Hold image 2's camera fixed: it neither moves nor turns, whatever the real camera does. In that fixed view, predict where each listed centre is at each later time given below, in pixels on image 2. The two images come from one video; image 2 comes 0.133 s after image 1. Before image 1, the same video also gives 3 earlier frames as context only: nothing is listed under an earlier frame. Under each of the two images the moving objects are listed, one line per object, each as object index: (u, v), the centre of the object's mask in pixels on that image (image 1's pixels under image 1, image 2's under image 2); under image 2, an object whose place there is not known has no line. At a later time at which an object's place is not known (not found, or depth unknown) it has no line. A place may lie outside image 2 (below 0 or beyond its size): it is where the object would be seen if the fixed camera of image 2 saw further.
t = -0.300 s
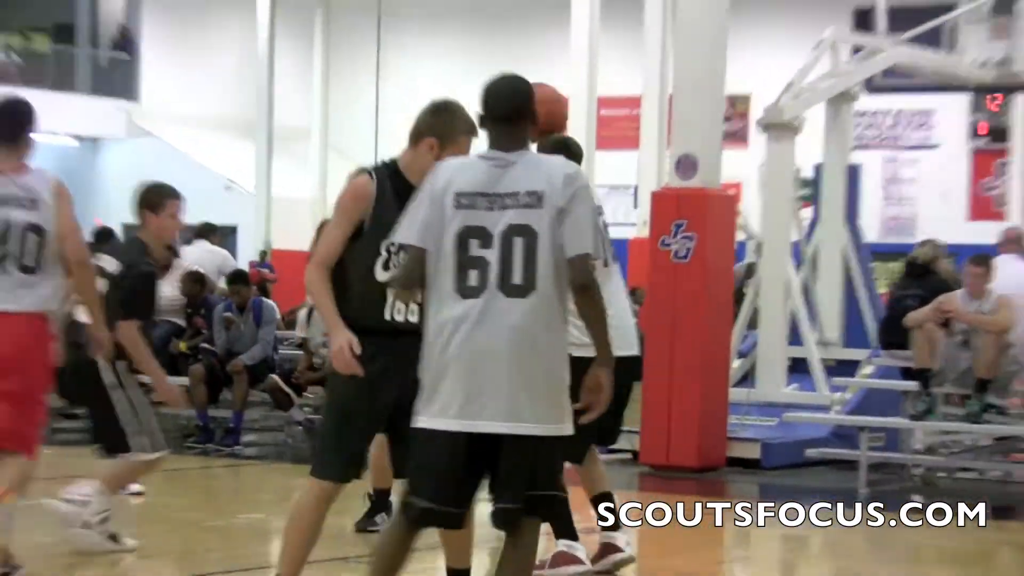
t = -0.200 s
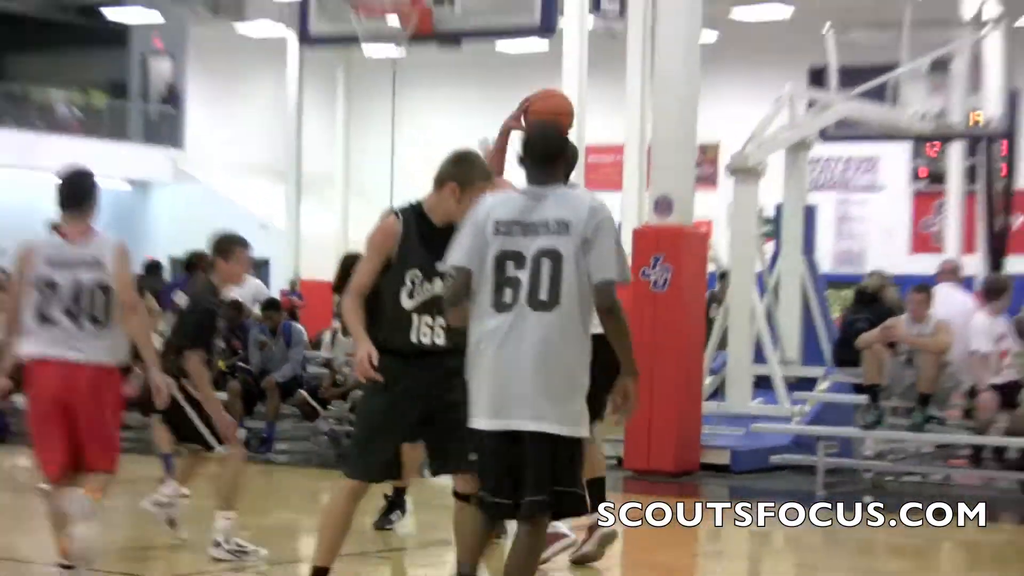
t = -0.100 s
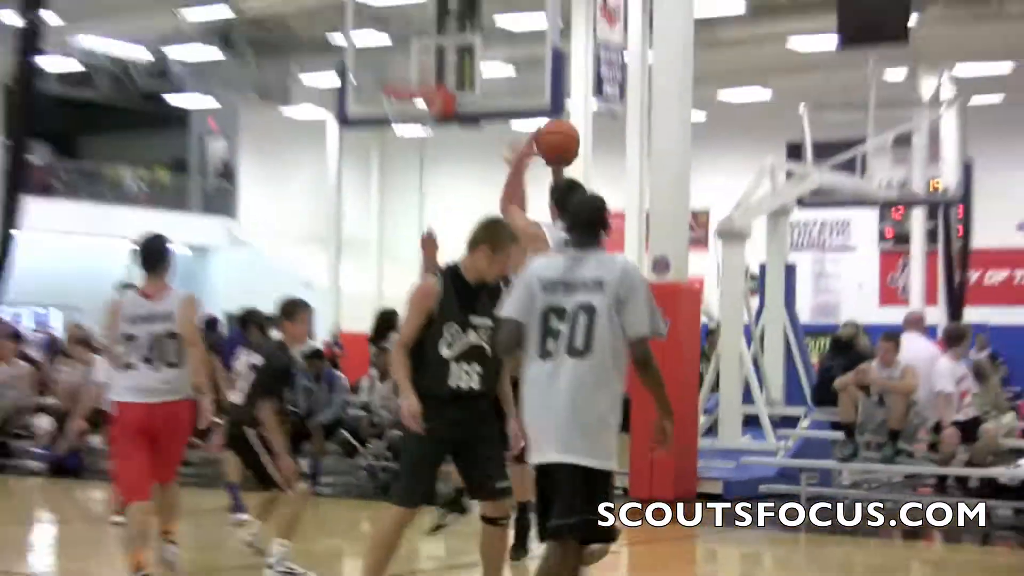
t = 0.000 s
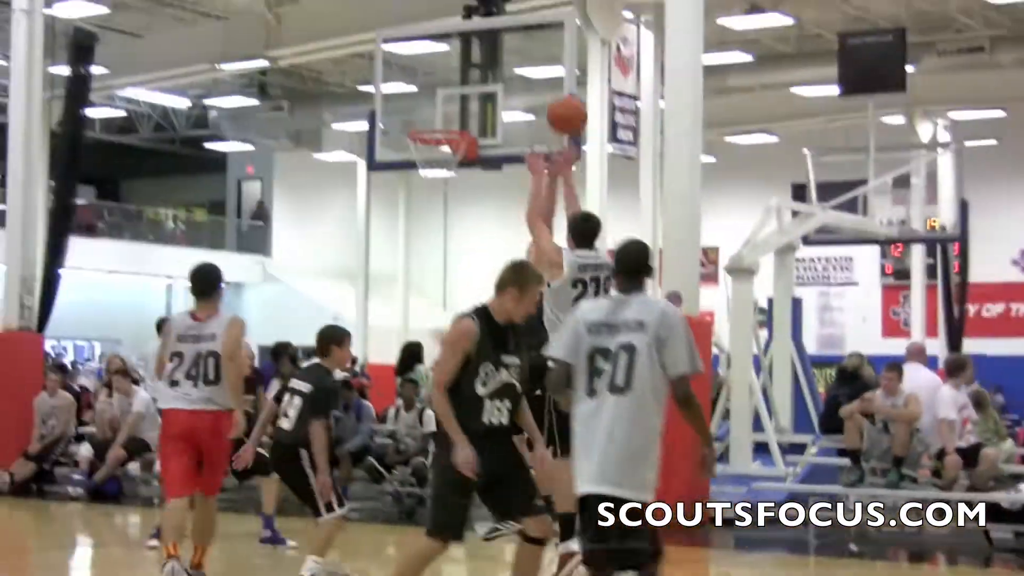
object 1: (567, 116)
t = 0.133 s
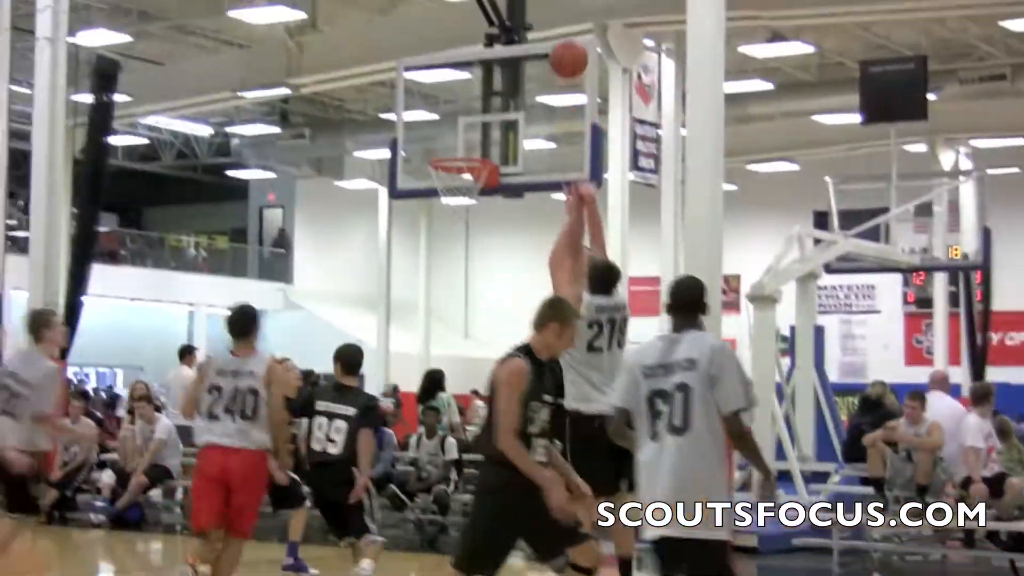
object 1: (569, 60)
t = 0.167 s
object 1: (564, 47)
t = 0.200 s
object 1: (557, 31)
